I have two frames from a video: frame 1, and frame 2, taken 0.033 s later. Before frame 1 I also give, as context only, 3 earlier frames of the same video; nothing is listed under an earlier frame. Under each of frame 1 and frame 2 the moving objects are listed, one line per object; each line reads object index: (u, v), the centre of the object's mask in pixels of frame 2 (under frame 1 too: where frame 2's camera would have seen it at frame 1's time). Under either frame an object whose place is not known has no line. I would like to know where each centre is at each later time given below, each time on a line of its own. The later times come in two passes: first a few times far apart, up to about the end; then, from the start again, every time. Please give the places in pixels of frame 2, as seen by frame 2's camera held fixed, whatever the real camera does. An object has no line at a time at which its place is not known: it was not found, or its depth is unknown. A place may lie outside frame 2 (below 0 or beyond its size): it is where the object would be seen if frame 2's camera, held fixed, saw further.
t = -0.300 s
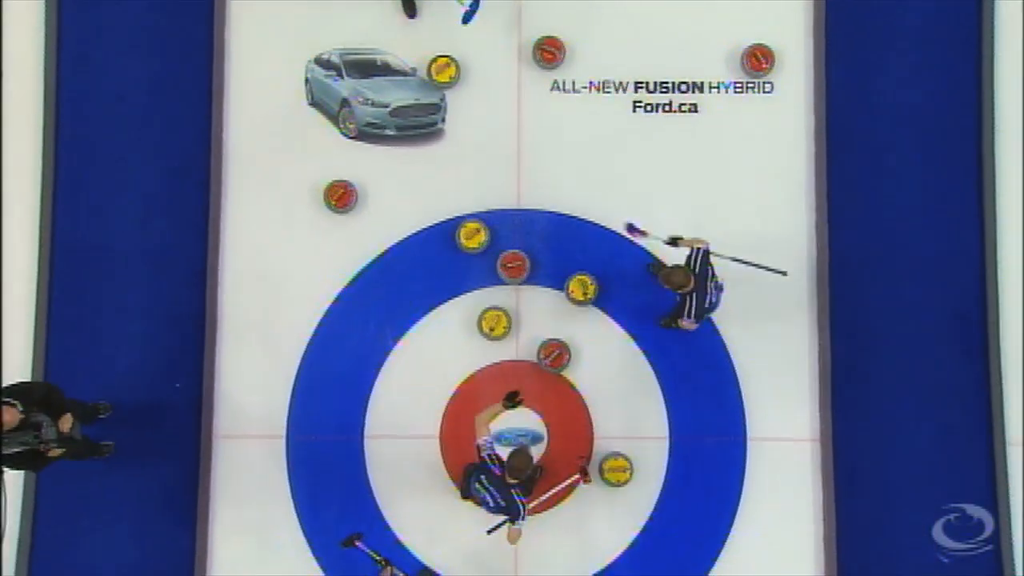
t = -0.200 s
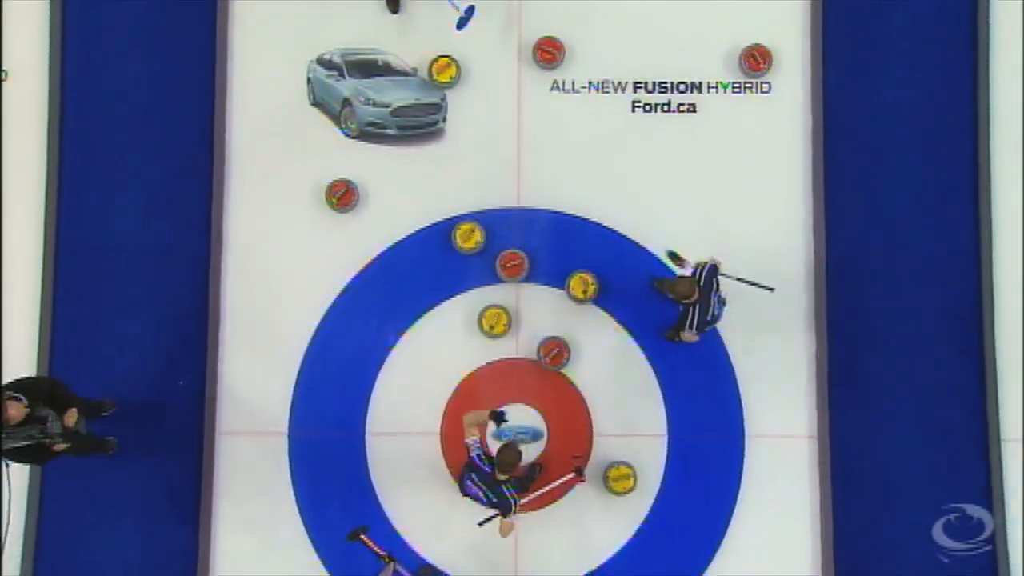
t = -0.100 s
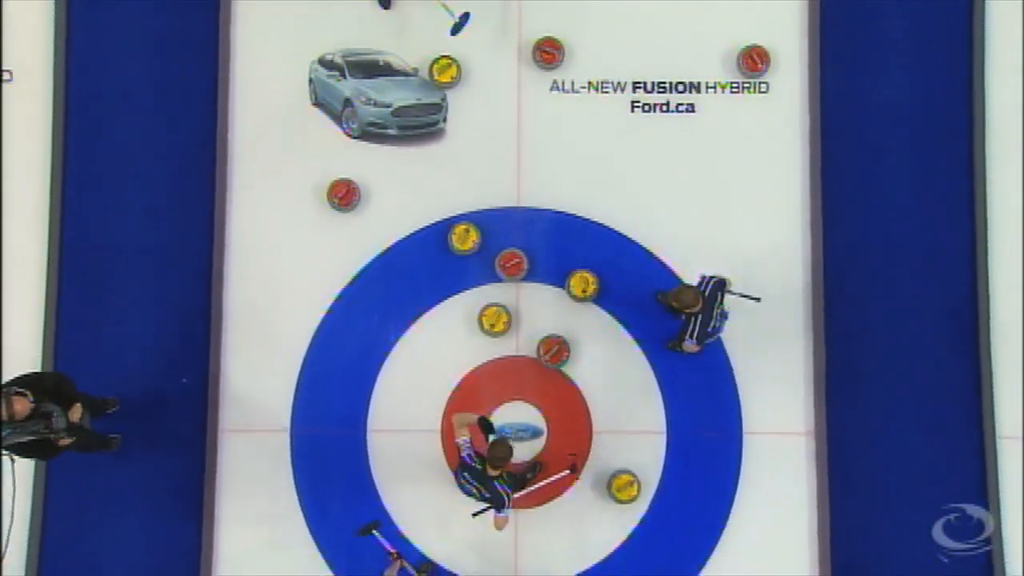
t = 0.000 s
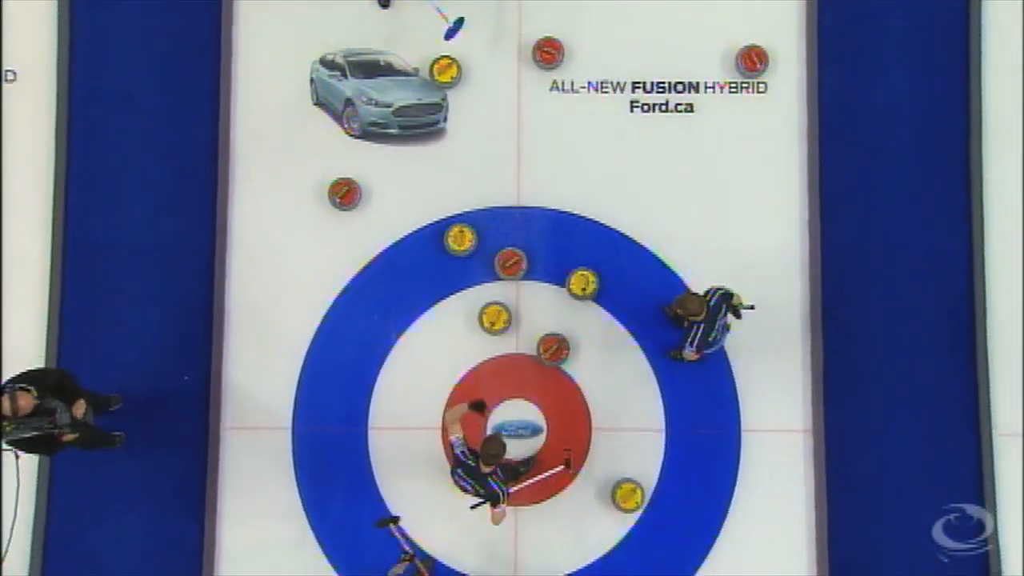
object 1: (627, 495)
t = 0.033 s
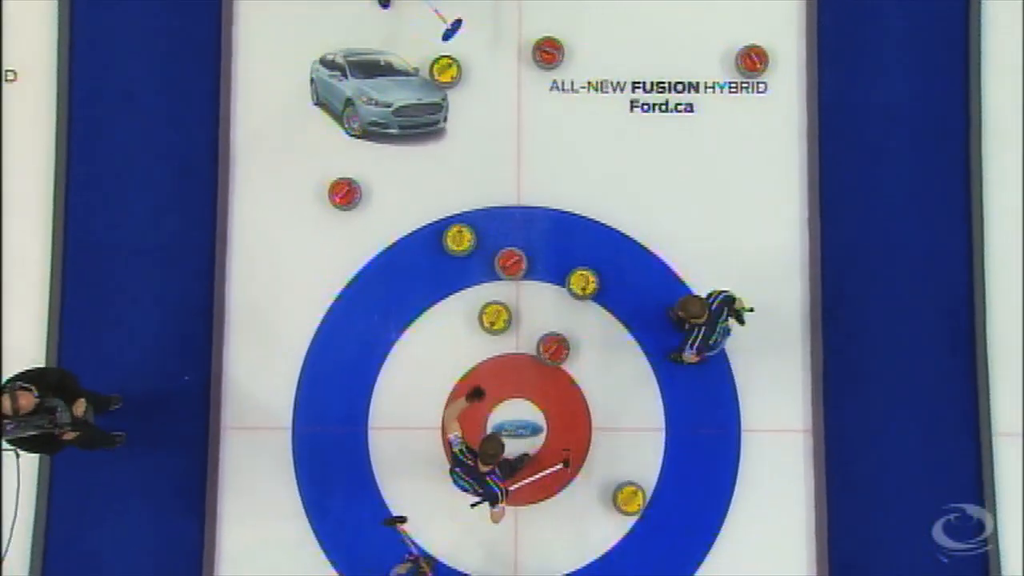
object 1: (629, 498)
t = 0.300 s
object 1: (642, 527)
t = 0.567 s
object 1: (652, 552)
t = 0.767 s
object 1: (660, 565)
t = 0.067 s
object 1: (630, 501)
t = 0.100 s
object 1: (632, 505)
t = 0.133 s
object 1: (634, 508)
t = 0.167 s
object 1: (635, 512)
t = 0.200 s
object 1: (637, 516)
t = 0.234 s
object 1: (638, 519)
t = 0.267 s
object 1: (640, 523)
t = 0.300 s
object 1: (642, 527)
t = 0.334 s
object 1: (643, 530)
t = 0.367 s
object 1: (645, 534)
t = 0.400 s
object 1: (646, 536)
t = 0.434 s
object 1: (647, 540)
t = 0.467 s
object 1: (648, 543)
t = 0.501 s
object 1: (650, 546)
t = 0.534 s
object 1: (651, 549)
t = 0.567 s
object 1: (652, 552)
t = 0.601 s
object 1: (653, 556)
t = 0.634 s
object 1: (655, 558)
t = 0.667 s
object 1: (656, 560)
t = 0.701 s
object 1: (657, 562)
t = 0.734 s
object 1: (659, 564)
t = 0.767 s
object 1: (660, 565)
